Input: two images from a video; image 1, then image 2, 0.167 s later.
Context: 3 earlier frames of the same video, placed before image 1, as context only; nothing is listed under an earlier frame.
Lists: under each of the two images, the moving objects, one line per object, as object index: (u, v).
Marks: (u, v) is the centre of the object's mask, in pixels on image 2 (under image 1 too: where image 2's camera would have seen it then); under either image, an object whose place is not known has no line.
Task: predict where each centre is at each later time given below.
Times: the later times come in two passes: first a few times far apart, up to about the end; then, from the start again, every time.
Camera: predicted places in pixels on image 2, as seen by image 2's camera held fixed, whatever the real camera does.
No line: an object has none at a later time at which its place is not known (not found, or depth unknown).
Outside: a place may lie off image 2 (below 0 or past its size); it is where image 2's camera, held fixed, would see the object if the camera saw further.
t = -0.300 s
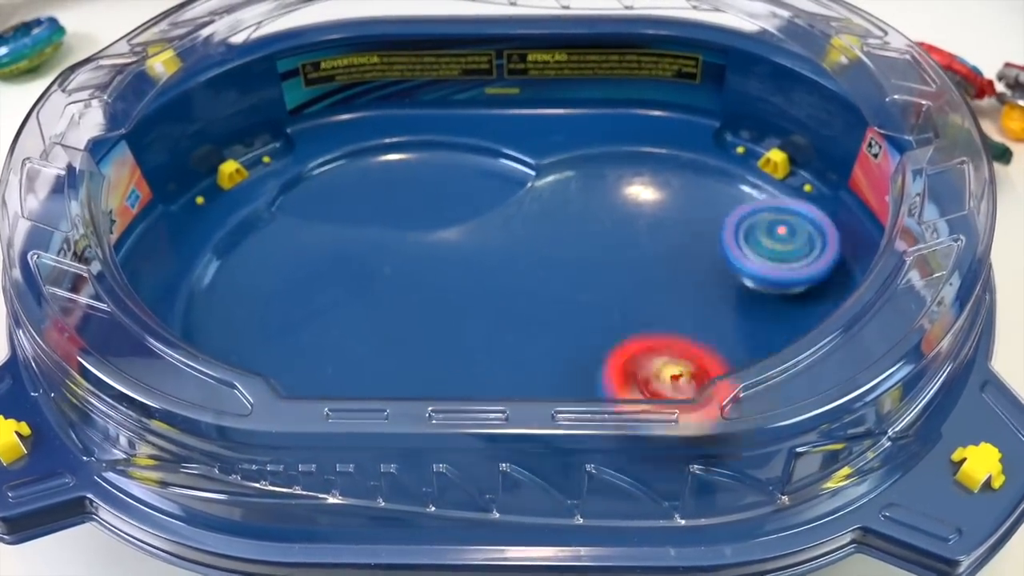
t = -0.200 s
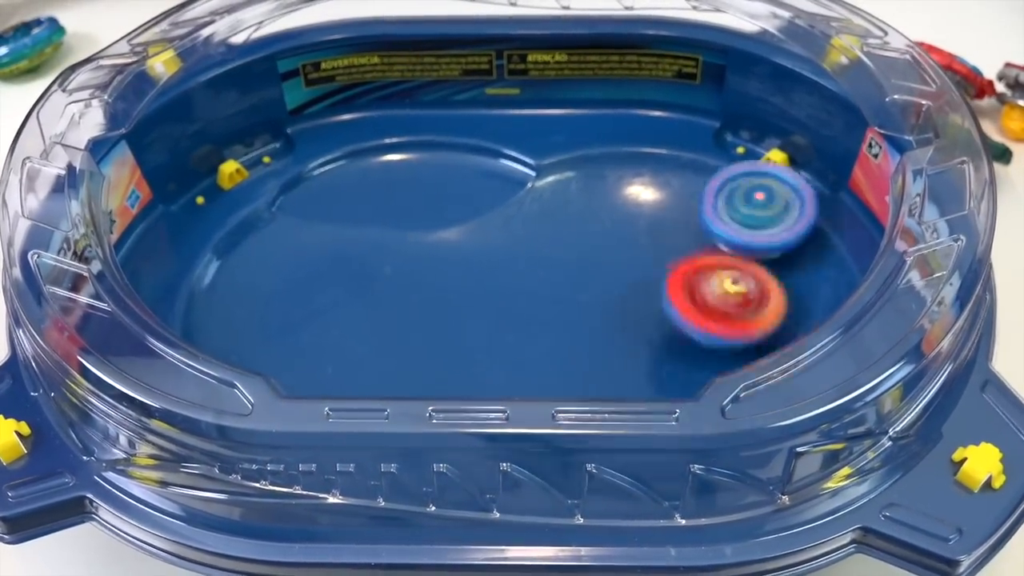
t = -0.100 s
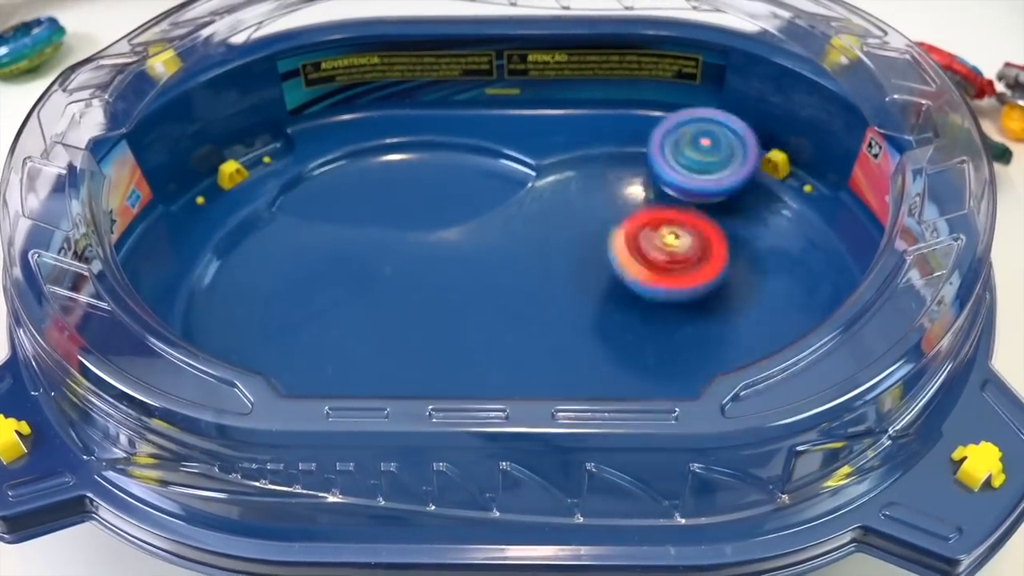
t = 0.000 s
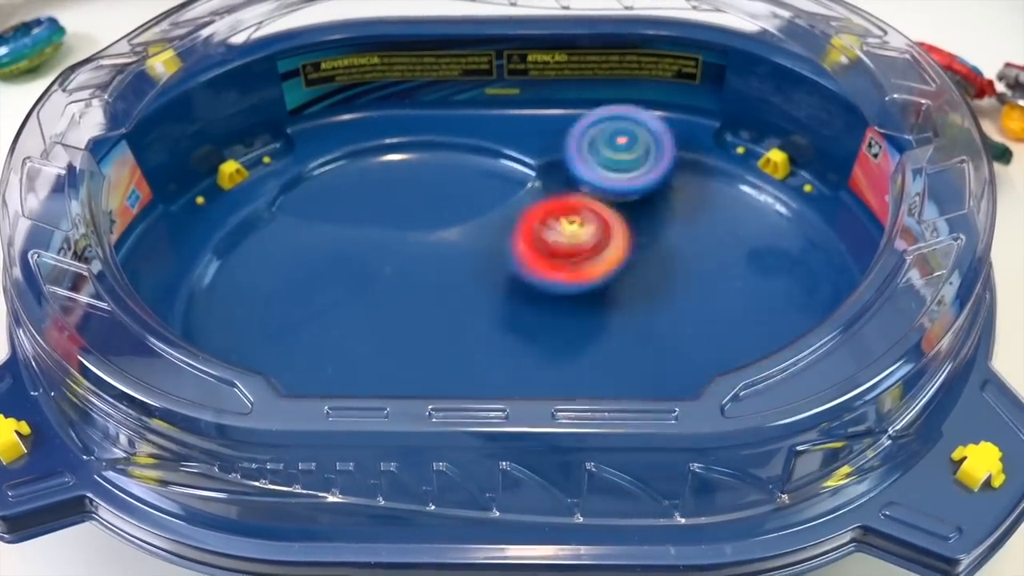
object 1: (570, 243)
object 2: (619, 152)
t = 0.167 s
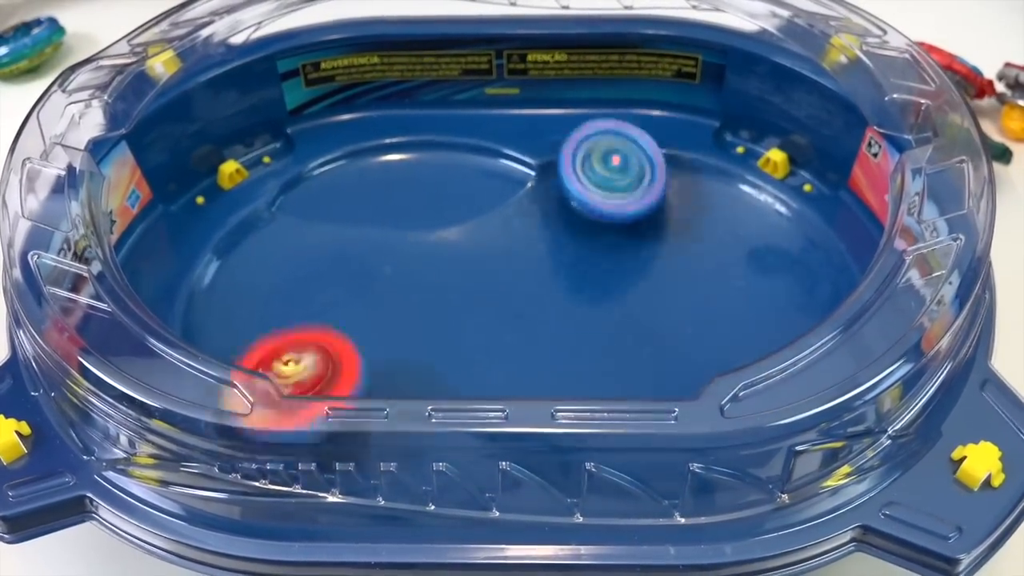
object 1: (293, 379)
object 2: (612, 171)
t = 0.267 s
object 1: (239, 424)
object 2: (600, 255)
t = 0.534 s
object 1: (349, 416)
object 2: (698, 350)
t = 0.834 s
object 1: (479, 263)
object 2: (739, 241)
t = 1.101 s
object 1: (464, 238)
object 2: (603, 279)
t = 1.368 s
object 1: (627, 301)
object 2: (699, 365)
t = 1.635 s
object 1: (733, 195)
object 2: (756, 340)
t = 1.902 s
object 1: (564, 259)
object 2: (649, 335)
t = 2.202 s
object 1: (515, 357)
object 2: (664, 424)
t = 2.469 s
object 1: (475, 315)
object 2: (678, 342)
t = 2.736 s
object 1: (449, 283)
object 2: (596, 280)
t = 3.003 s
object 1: (405, 257)
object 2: (562, 262)
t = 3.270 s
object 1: (339, 257)
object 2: (519, 250)
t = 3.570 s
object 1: (327, 292)
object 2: (496, 231)
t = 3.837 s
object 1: (322, 358)
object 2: (595, 255)
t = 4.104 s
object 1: (467, 324)
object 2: (693, 276)
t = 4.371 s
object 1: (572, 257)
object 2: (721, 287)
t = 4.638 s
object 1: (564, 230)
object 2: (708, 300)
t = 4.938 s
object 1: (561, 251)
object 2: (712, 348)
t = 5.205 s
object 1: (584, 290)
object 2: (689, 349)
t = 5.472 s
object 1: (605, 279)
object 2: (642, 367)
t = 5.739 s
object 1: (671, 278)
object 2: (574, 367)
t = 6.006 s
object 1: (692, 314)
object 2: (509, 337)
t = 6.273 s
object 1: (645, 338)
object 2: (442, 261)
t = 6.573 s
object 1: (587, 308)
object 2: (371, 207)
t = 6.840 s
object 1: (608, 296)
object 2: (326, 223)
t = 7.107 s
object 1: (680, 312)
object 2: (407, 233)
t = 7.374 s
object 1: (696, 333)
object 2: (546, 301)
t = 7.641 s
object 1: (710, 347)
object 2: (582, 334)
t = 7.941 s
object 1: (669, 342)
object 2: (548, 359)
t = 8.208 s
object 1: (671, 342)
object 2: (570, 362)
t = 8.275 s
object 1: (672, 336)
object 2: (566, 358)
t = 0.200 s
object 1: (255, 407)
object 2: (608, 200)
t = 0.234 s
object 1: (238, 415)
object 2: (603, 228)
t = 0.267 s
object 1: (239, 424)
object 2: (600, 255)
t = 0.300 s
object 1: (244, 440)
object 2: (601, 279)
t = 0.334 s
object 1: (243, 447)
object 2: (604, 301)
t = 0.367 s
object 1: (254, 445)
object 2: (613, 320)
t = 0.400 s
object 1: (259, 441)
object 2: (626, 338)
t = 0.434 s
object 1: (274, 437)
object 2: (643, 348)
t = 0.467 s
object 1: (294, 434)
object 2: (660, 353)
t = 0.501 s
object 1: (323, 426)
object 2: (680, 353)
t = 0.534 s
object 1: (349, 416)
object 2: (698, 350)
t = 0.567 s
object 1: (368, 397)
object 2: (716, 342)
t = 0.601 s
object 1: (383, 367)
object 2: (733, 333)
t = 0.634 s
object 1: (398, 359)
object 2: (745, 323)
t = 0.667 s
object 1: (417, 348)
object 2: (756, 311)
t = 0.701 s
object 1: (435, 331)
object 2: (763, 299)
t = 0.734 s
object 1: (450, 313)
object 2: (763, 285)
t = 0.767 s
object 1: (462, 294)
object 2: (760, 269)
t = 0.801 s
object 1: (471, 278)
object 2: (753, 254)
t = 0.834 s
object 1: (479, 263)
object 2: (739, 241)
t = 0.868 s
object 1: (482, 247)
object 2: (723, 230)
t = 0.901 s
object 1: (484, 233)
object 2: (703, 222)
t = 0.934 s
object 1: (484, 223)
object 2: (679, 220)
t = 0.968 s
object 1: (483, 219)
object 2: (656, 224)
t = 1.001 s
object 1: (480, 219)
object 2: (636, 233)
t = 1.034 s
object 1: (476, 223)
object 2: (620, 246)
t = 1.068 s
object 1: (469, 230)
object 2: (609, 261)
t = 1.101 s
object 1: (464, 238)
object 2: (603, 279)
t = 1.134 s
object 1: (466, 246)
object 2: (604, 298)
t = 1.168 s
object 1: (474, 255)
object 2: (610, 318)
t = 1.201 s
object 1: (488, 263)
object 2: (620, 340)
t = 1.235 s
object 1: (509, 273)
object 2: (635, 353)
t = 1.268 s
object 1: (535, 282)
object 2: (651, 362)
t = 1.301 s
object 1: (564, 290)
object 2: (667, 366)
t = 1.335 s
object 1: (596, 297)
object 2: (683, 367)
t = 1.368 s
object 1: (627, 301)
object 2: (699, 365)
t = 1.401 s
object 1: (659, 303)
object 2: (714, 359)
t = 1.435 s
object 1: (686, 298)
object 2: (730, 352)
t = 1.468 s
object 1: (713, 281)
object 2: (746, 351)
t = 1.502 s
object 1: (733, 261)
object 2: (755, 351)
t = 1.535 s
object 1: (743, 239)
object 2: (760, 349)
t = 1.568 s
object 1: (746, 221)
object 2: (763, 346)
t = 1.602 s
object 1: (741, 207)
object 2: (762, 343)
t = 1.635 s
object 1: (733, 195)
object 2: (756, 340)
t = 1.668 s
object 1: (718, 185)
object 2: (746, 337)
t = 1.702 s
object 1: (694, 180)
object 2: (734, 333)
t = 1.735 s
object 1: (669, 187)
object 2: (719, 329)
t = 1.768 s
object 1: (644, 202)
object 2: (701, 322)
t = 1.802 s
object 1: (623, 221)
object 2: (680, 313)
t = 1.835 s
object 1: (599, 232)
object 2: (668, 317)
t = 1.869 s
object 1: (578, 244)
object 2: (658, 325)
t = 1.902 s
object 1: (564, 259)
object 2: (649, 335)
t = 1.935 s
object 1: (556, 276)
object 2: (643, 345)
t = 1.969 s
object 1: (550, 292)
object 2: (639, 354)
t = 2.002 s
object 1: (546, 303)
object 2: (638, 364)
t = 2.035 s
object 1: (538, 312)
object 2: (636, 373)
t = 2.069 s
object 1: (526, 322)
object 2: (635, 378)
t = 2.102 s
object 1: (517, 336)
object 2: (635, 382)
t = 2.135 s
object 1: (515, 346)
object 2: (638, 384)
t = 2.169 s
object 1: (516, 354)
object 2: (641, 385)
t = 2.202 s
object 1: (515, 357)
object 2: (664, 424)
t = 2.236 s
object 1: (512, 354)
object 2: (680, 429)
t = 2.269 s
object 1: (506, 352)
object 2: (676, 387)
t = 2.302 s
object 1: (500, 346)
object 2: (686, 383)
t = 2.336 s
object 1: (494, 340)
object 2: (694, 376)
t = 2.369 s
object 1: (490, 334)
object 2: (699, 367)
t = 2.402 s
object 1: (483, 326)
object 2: (697, 359)
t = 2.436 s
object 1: (477, 322)
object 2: (689, 352)
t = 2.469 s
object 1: (475, 315)
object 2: (678, 342)
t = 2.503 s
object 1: (470, 310)
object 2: (662, 329)
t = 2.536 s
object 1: (468, 305)
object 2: (647, 316)
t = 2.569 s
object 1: (466, 300)
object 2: (632, 305)
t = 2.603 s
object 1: (468, 298)
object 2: (616, 297)
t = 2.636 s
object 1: (470, 291)
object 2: (601, 291)
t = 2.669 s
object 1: (466, 289)
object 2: (593, 286)
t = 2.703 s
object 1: (457, 285)
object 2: (596, 283)
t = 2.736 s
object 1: (449, 283)
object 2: (596, 280)
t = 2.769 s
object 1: (446, 280)
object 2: (595, 277)
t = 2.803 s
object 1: (441, 276)
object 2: (591, 275)
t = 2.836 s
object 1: (439, 273)
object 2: (584, 273)
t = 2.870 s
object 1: (436, 269)
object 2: (575, 270)
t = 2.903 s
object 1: (435, 268)
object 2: (565, 268)
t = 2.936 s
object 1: (430, 263)
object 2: (556, 265)
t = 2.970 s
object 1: (416, 262)
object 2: (560, 264)
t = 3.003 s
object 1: (405, 257)
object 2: (562, 262)
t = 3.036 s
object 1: (392, 256)
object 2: (561, 261)
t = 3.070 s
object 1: (380, 253)
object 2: (558, 261)
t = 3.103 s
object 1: (367, 252)
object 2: (554, 259)
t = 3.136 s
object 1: (358, 251)
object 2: (549, 258)
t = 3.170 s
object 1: (350, 252)
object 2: (542, 257)
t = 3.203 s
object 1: (346, 253)
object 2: (535, 254)
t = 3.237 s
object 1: (341, 255)
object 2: (527, 252)
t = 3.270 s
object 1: (339, 257)
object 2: (519, 250)
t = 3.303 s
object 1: (336, 258)
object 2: (511, 247)
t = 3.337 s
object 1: (337, 260)
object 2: (504, 245)
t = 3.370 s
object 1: (335, 262)
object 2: (496, 243)
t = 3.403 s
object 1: (339, 265)
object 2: (488, 241)
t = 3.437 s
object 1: (342, 268)
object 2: (481, 239)
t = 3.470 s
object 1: (349, 272)
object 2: (474, 238)
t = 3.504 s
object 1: (352, 274)
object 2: (468, 237)
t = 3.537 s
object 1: (342, 283)
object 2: (479, 233)
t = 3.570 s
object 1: (327, 292)
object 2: (496, 231)
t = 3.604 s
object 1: (317, 302)
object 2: (511, 232)
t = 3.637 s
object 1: (305, 311)
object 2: (524, 235)
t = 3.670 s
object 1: (299, 321)
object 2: (536, 238)
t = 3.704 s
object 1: (293, 330)
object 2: (548, 241)
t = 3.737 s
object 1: (294, 339)
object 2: (560, 244)
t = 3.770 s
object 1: (295, 349)
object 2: (571, 248)
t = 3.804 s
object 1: (308, 352)
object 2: (583, 251)
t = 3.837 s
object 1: (322, 358)
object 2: (595, 255)
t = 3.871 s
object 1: (338, 358)
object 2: (609, 258)
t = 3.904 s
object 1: (358, 358)
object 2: (623, 261)
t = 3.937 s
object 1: (378, 354)
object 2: (638, 264)
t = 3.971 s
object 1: (398, 351)
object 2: (653, 266)
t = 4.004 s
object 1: (418, 345)
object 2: (667, 268)
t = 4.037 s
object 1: (436, 342)
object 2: (678, 270)
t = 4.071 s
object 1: (450, 333)
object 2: (687, 273)
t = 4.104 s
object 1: (467, 324)
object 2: (693, 276)
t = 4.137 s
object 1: (481, 316)
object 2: (697, 278)
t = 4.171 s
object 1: (496, 307)
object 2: (698, 279)
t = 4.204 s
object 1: (510, 300)
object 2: (698, 279)
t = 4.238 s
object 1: (526, 291)
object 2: (697, 279)
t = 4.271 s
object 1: (544, 285)
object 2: (696, 279)
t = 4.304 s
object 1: (562, 278)
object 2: (695, 280)
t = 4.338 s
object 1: (574, 271)
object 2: (701, 282)
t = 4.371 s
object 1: (572, 257)
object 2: (721, 287)
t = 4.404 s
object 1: (571, 249)
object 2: (733, 292)
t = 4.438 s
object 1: (569, 242)
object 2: (738, 295)
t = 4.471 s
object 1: (568, 234)
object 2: (738, 297)
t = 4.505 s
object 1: (565, 229)
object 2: (735, 297)
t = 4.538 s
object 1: (563, 225)
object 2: (731, 297)
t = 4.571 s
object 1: (563, 225)
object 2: (723, 296)
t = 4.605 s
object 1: (562, 227)
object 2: (715, 297)
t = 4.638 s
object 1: (564, 230)
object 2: (708, 300)
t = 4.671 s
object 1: (568, 238)
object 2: (702, 303)
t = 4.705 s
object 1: (572, 245)
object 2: (695, 307)
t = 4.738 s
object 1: (581, 252)
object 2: (688, 311)
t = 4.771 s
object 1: (582, 255)
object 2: (694, 321)
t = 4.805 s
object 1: (579, 252)
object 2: (704, 333)
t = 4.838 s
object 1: (578, 251)
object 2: (709, 339)
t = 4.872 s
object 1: (571, 251)
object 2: (711, 344)
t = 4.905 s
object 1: (564, 251)
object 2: (711, 347)
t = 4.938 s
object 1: (561, 251)
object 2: (712, 348)
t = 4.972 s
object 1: (559, 257)
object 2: (711, 347)
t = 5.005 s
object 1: (557, 259)
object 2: (709, 347)
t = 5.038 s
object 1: (559, 263)
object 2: (706, 347)
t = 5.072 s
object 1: (561, 271)
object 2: (704, 347)
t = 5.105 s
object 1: (564, 276)
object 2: (699, 346)
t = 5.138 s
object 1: (571, 281)
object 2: (694, 347)
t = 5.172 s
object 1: (581, 290)
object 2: (688, 347)
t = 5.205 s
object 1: (584, 290)
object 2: (689, 349)
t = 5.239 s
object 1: (585, 288)
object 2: (688, 352)
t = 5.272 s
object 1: (587, 286)
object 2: (685, 355)
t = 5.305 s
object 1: (588, 283)
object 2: (679, 358)
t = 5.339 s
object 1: (590, 283)
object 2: (672, 361)
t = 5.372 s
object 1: (591, 280)
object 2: (665, 363)
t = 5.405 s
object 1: (598, 279)
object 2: (658, 364)
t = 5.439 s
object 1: (601, 279)
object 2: (649, 366)
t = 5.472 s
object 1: (605, 279)
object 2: (642, 367)
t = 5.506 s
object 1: (610, 277)
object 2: (635, 367)
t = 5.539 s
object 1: (620, 279)
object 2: (626, 367)
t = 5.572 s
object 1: (626, 281)
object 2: (619, 368)
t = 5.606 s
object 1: (635, 279)
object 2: (608, 369)
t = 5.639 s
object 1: (643, 277)
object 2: (598, 369)
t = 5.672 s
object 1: (651, 276)
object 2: (590, 369)
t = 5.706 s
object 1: (661, 276)
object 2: (581, 368)
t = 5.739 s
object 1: (671, 278)
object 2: (574, 367)
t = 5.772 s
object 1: (675, 280)
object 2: (568, 364)
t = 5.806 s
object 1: (678, 281)
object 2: (560, 362)
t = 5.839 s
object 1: (682, 283)
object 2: (553, 360)
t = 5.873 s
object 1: (686, 287)
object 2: (545, 356)
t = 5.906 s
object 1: (691, 293)
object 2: (537, 353)
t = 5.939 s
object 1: (693, 301)
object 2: (529, 348)
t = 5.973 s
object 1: (694, 308)
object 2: (519, 343)
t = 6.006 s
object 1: (692, 314)
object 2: (509, 337)
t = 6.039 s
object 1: (691, 318)
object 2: (498, 329)
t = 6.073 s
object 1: (689, 323)
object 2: (486, 321)
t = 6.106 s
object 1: (685, 328)
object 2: (476, 311)
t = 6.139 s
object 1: (678, 331)
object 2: (466, 302)
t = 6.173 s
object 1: (670, 334)
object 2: (459, 291)
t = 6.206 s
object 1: (661, 338)
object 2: (451, 281)
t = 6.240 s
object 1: (653, 339)
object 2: (446, 272)
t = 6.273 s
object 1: (645, 338)
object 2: (442, 261)
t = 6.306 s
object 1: (640, 338)
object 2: (438, 251)
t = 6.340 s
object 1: (632, 336)
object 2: (434, 241)
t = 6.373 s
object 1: (623, 332)
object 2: (427, 233)
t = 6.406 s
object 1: (615, 327)
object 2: (420, 226)
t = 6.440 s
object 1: (607, 322)
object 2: (411, 220)
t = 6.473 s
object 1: (599, 318)
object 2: (403, 216)
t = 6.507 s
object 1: (595, 315)
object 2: (392, 212)
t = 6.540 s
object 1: (591, 313)
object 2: (382, 210)
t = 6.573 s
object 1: (587, 308)
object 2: (371, 207)
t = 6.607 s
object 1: (587, 305)
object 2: (360, 208)
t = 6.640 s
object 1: (586, 304)
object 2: (350, 208)
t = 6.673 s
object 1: (586, 302)
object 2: (340, 210)
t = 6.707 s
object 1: (589, 297)
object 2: (333, 212)
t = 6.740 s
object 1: (595, 297)
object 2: (325, 215)
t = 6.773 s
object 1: (600, 298)
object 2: (323, 218)
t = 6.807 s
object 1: (604, 298)
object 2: (323, 221)
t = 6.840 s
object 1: (608, 296)
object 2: (326, 223)
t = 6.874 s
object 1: (616, 295)
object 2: (332, 223)
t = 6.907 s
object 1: (629, 297)
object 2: (339, 226)
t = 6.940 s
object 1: (642, 298)
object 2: (348, 226)
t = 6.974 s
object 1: (650, 300)
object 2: (357, 227)
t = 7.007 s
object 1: (659, 302)
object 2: (369, 226)
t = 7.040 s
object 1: (668, 305)
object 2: (380, 227)
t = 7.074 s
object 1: (675, 309)
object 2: (394, 228)
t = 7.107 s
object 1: (680, 312)
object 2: (407, 233)
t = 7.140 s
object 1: (686, 313)
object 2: (422, 239)
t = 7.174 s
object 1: (692, 316)
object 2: (436, 247)
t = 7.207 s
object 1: (698, 320)
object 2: (452, 256)
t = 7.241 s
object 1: (701, 324)
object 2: (468, 264)
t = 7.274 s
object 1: (703, 328)
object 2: (487, 273)
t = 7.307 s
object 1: (704, 331)
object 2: (505, 282)
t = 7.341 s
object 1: (701, 333)
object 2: (526, 293)
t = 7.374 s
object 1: (696, 333)
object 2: (546, 301)
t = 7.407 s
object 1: (695, 334)
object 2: (568, 313)
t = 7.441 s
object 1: (704, 339)
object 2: (567, 312)
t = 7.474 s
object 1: (722, 344)
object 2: (560, 309)
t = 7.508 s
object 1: (726, 348)
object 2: (556, 307)
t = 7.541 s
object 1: (723, 348)
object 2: (558, 310)
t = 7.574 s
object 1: (721, 347)
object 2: (563, 316)
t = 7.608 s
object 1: (715, 348)
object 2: (573, 324)
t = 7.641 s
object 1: (710, 347)
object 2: (582, 334)
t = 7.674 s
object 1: (716, 343)
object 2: (577, 339)
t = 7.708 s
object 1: (724, 337)
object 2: (565, 340)
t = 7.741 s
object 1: (722, 336)
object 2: (557, 342)
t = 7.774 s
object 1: (715, 336)
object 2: (555, 346)
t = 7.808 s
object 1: (706, 337)
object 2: (553, 349)
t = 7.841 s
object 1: (693, 338)
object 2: (555, 351)
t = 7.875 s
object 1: (679, 339)
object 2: (557, 355)
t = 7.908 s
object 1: (673, 340)
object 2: (552, 357)
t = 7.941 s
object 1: (669, 342)
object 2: (548, 359)
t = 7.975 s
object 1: (667, 345)
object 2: (546, 361)
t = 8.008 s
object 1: (666, 346)
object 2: (550, 362)
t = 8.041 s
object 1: (666, 347)
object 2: (553, 364)
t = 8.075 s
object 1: (667, 346)
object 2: (559, 365)
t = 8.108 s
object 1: (670, 345)
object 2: (568, 365)
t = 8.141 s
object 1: (671, 344)
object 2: (570, 365)
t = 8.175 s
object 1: (671, 343)
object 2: (571, 363)
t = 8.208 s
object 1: (671, 342)
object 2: (570, 362)
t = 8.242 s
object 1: (670, 339)
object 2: (568, 360)
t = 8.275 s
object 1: (672, 336)
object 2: (566, 358)
